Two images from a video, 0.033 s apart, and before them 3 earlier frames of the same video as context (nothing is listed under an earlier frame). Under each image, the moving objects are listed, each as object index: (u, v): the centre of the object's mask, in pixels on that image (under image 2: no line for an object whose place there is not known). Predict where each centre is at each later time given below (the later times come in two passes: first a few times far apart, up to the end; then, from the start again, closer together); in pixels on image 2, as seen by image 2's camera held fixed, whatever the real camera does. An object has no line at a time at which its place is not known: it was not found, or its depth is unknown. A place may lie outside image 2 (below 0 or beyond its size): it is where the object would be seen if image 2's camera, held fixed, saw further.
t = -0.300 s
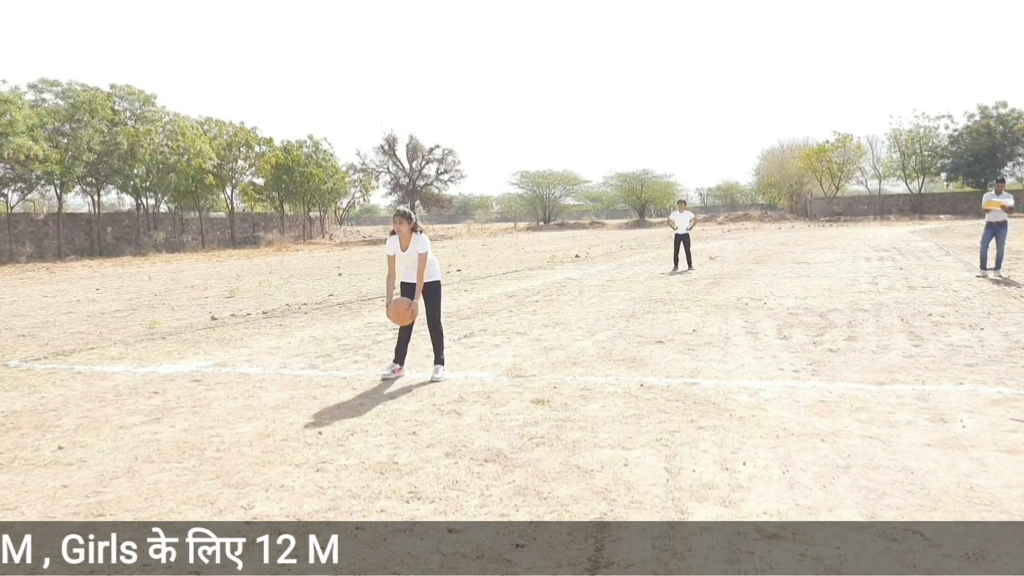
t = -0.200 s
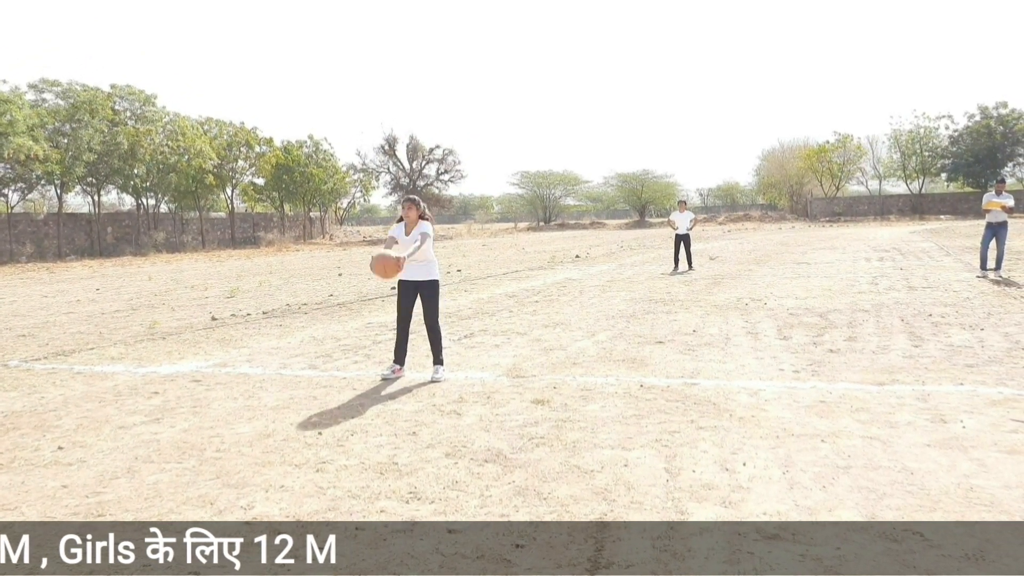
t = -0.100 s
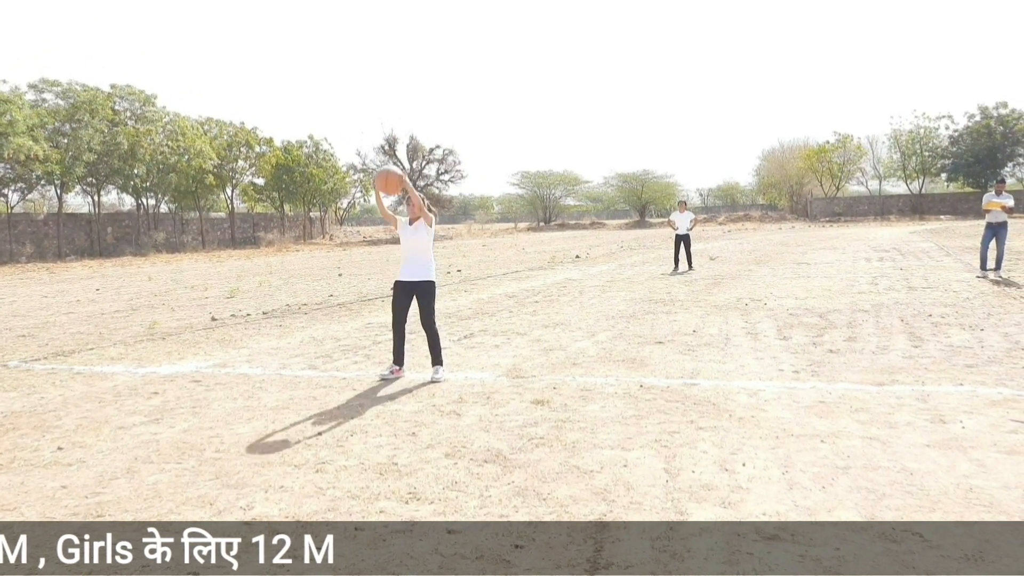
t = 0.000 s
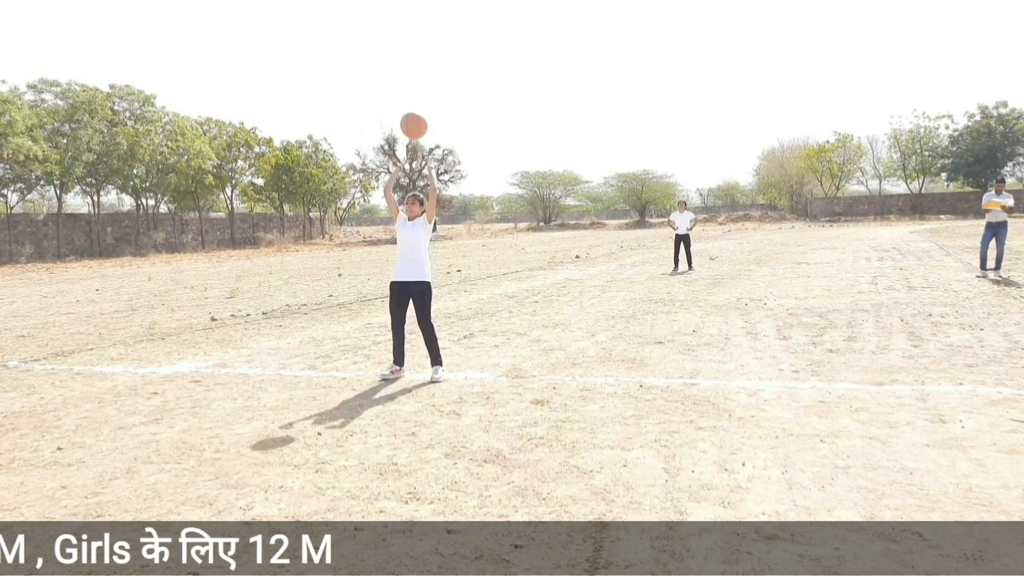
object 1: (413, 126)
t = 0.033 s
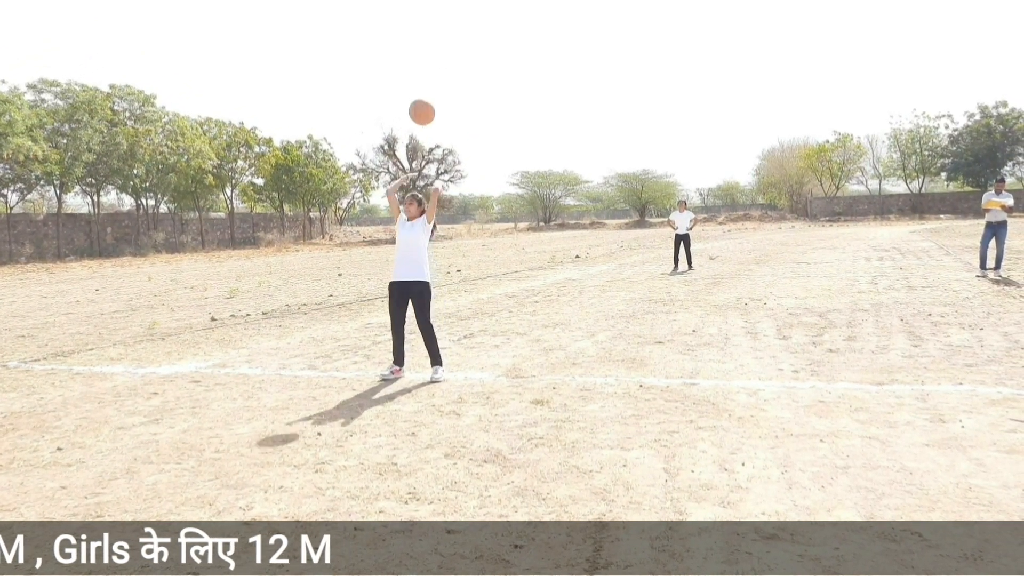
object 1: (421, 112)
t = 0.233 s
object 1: (465, 69)
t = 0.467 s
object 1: (503, 77)
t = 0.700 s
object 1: (532, 124)
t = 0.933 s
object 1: (557, 198)
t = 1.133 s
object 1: (571, 275)
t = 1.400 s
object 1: (565, 232)
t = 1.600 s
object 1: (557, 201)
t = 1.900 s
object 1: (548, 196)
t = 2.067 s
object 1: (543, 214)
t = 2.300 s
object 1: (537, 260)
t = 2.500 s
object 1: (534, 255)
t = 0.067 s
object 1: (430, 101)
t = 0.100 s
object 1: (437, 91)
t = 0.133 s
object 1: (444, 83)
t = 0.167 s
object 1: (451, 77)
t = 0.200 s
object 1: (458, 72)
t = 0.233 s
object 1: (465, 69)
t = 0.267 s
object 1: (471, 67)
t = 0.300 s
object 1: (477, 66)
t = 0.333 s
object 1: (483, 66)
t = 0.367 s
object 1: (488, 67)
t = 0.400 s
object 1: (494, 70)
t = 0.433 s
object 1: (499, 73)
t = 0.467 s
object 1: (503, 77)
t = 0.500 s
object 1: (508, 81)
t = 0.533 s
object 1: (513, 87)
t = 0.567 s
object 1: (517, 93)
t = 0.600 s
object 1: (521, 100)
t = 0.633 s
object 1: (525, 107)
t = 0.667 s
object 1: (529, 115)
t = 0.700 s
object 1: (532, 124)
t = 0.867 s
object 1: (550, 175)
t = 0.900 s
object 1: (553, 185)
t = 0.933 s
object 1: (557, 198)
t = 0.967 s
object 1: (559, 210)
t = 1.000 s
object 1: (562, 221)
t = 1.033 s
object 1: (564, 234)
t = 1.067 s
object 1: (566, 248)
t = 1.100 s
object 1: (569, 261)
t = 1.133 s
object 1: (571, 275)
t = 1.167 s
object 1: (573, 288)
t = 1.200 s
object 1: (574, 292)
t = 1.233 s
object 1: (572, 280)
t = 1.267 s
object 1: (571, 269)
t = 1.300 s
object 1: (569, 259)
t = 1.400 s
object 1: (565, 232)
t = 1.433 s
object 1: (564, 225)
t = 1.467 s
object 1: (562, 219)
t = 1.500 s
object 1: (561, 214)
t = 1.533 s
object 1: (560, 210)
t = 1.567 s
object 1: (558, 205)
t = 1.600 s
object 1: (557, 201)
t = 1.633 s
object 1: (557, 198)
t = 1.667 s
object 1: (555, 195)
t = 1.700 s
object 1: (554, 194)
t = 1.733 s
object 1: (553, 193)
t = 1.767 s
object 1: (552, 193)
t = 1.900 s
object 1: (548, 196)
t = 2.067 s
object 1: (543, 214)
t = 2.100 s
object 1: (542, 219)
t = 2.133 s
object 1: (541, 225)
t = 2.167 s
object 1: (540, 230)
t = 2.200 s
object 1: (540, 237)
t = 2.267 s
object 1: (538, 252)
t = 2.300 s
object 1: (537, 260)
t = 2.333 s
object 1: (536, 268)
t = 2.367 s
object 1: (536, 277)
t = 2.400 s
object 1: (536, 274)
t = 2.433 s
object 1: (535, 267)
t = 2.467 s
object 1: (535, 261)
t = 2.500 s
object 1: (534, 255)
